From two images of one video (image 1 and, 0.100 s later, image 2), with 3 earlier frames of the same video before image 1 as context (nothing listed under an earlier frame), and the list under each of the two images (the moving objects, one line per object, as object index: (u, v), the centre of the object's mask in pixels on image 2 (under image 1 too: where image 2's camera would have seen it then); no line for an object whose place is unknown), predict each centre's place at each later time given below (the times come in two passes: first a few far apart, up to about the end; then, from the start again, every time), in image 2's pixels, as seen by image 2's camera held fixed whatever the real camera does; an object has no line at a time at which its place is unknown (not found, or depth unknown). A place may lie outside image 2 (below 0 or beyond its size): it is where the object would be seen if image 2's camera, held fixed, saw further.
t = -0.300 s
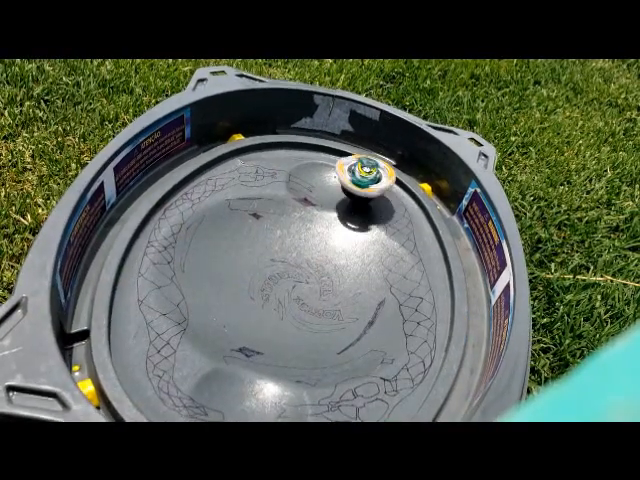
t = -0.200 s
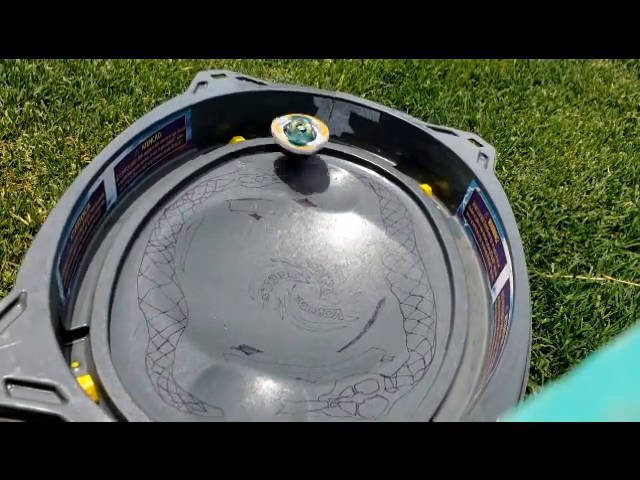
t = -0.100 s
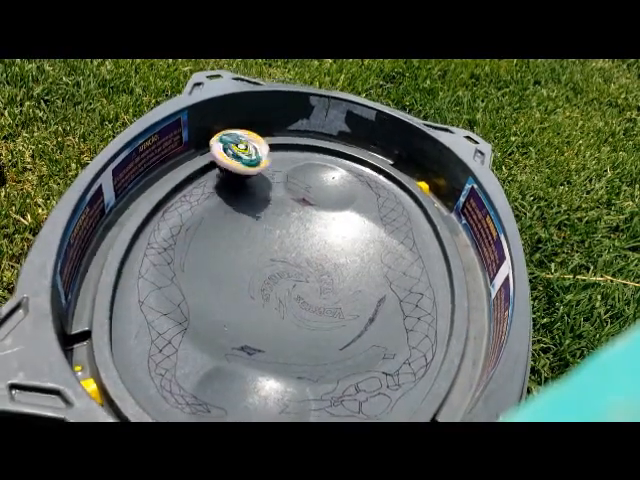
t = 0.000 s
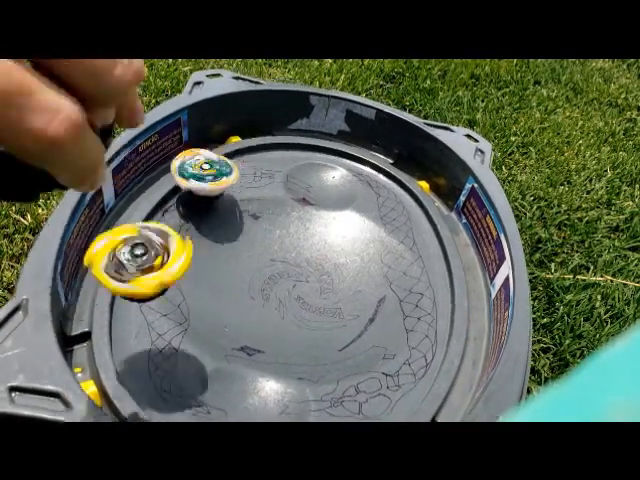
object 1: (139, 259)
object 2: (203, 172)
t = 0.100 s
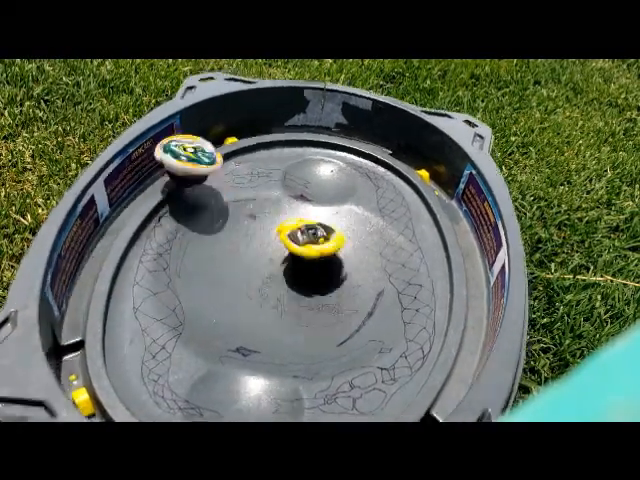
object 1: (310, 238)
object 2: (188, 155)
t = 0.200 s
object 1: (469, 214)
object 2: (233, 133)
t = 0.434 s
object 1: (346, 240)
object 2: (399, 167)
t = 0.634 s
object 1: (188, 268)
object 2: (397, 171)
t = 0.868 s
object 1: (203, 382)
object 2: (378, 158)
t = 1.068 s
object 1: (312, 373)
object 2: (382, 174)
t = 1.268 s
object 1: (342, 276)
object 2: (388, 207)
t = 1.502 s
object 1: (256, 230)
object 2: (335, 234)
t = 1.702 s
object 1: (240, 270)
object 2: (326, 292)
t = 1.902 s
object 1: (286, 285)
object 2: (417, 322)
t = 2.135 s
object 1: (326, 263)
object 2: (385, 336)
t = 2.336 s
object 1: (320, 245)
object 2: (341, 380)
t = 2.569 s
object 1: (316, 270)
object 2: (283, 397)
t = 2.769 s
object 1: (339, 292)
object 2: (233, 372)
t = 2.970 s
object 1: (351, 294)
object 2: (271, 392)
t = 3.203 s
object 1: (344, 280)
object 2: (272, 314)
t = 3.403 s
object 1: (355, 221)
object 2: (273, 288)
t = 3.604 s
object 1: (333, 212)
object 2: (251, 255)
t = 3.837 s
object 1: (348, 223)
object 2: (241, 289)
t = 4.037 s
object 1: (361, 279)
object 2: (304, 301)
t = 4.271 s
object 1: (375, 338)
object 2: (285, 297)
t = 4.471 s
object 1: (293, 396)
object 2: (293, 284)
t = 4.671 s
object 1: (228, 387)
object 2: (307, 263)
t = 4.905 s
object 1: (197, 326)
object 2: (312, 257)
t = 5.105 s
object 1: (247, 297)
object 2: (320, 274)
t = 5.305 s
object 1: (302, 271)
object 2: (385, 277)
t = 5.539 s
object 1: (355, 234)
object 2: (403, 294)
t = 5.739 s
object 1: (354, 258)
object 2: (380, 364)
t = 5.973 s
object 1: (295, 284)
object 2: (250, 404)
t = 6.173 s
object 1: (263, 274)
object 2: (174, 358)
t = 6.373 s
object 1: (281, 274)
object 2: (162, 276)
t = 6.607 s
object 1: (331, 278)
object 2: (246, 268)
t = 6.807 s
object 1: (397, 315)
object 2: (362, 274)
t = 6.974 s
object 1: (356, 345)
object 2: (415, 258)
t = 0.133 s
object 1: (374, 229)
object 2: (205, 137)
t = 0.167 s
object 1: (432, 221)
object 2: (216, 131)
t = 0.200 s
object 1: (469, 214)
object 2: (233, 133)
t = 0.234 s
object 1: (465, 207)
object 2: (261, 134)
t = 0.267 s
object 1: (457, 211)
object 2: (288, 145)
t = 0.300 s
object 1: (444, 222)
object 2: (316, 164)
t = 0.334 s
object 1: (426, 229)
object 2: (342, 173)
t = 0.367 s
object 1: (401, 227)
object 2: (366, 171)
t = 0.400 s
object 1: (377, 234)
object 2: (383, 167)
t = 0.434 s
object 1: (346, 240)
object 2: (399, 167)
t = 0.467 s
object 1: (315, 240)
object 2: (399, 174)
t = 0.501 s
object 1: (281, 239)
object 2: (400, 177)
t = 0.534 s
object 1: (253, 241)
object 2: (399, 177)
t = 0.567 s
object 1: (226, 246)
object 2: (400, 177)
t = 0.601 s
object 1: (204, 255)
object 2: (397, 175)
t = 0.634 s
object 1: (188, 268)
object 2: (397, 171)
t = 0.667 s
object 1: (176, 288)
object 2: (392, 167)
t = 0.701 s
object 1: (160, 311)
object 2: (392, 163)
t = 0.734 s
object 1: (149, 327)
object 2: (390, 162)
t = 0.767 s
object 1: (167, 342)
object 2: (386, 158)
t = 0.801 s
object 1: (181, 359)
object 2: (382, 158)
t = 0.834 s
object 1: (195, 373)
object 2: (379, 156)
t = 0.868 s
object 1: (203, 382)
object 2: (378, 158)
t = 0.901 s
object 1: (211, 384)
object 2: (375, 160)
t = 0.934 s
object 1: (221, 388)
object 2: (375, 161)
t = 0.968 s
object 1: (235, 393)
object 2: (375, 164)
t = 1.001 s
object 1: (266, 396)
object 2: (376, 167)
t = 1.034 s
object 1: (297, 392)
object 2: (380, 170)
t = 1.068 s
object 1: (312, 373)
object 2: (382, 174)
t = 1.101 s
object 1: (318, 349)
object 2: (385, 179)
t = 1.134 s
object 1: (320, 335)
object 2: (386, 186)
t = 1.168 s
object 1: (324, 317)
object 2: (388, 191)
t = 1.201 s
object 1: (334, 304)
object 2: (391, 196)
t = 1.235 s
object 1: (342, 290)
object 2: (390, 201)
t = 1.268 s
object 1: (342, 276)
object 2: (388, 207)
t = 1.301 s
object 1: (342, 264)
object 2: (380, 217)
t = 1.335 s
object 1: (329, 255)
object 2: (373, 221)
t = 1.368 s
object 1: (308, 248)
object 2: (373, 220)
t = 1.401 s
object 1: (291, 238)
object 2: (365, 223)
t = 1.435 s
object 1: (278, 233)
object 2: (353, 224)
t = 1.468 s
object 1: (266, 231)
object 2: (343, 227)
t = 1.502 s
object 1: (256, 230)
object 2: (335, 234)
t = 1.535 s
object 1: (246, 233)
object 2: (326, 241)
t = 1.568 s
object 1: (238, 236)
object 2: (321, 251)
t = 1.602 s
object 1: (235, 242)
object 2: (321, 263)
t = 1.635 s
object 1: (233, 250)
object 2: (318, 273)
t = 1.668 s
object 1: (236, 259)
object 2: (319, 283)
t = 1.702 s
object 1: (240, 270)
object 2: (326, 292)
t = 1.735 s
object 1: (248, 277)
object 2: (330, 301)
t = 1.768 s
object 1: (261, 286)
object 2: (337, 308)
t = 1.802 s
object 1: (270, 289)
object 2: (352, 315)
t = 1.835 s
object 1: (271, 286)
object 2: (378, 320)
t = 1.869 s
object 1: (278, 284)
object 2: (397, 322)
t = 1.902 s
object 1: (286, 285)
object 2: (417, 322)
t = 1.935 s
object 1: (291, 283)
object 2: (434, 328)
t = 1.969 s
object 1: (297, 280)
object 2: (433, 329)
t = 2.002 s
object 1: (305, 277)
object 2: (417, 329)
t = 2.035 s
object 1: (312, 275)
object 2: (403, 331)
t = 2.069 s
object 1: (318, 272)
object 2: (393, 334)
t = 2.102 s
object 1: (323, 268)
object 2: (386, 336)
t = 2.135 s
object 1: (326, 263)
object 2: (385, 336)
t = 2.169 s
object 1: (328, 259)
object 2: (387, 339)
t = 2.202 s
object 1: (327, 255)
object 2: (384, 346)
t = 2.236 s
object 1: (325, 251)
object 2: (375, 352)
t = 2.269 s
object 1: (323, 247)
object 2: (365, 360)
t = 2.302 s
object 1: (321, 245)
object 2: (353, 370)
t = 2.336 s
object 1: (320, 245)
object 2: (341, 380)
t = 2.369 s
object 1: (318, 246)
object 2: (329, 388)
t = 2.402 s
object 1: (315, 248)
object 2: (318, 394)
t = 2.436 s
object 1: (313, 251)
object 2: (304, 399)
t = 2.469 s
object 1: (313, 254)
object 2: (294, 401)
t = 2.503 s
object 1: (313, 259)
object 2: (287, 401)
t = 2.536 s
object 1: (315, 264)
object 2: (284, 399)
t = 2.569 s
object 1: (316, 270)
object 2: (283, 397)
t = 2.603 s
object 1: (318, 275)
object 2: (282, 394)
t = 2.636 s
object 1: (321, 279)
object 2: (277, 387)
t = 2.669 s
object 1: (324, 283)
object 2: (268, 378)
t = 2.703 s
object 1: (328, 287)
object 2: (257, 372)
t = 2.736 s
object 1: (334, 290)
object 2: (245, 370)
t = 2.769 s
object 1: (339, 292)
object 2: (233, 372)
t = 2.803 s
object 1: (344, 294)
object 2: (225, 378)
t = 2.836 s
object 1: (348, 295)
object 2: (222, 386)
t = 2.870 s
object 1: (350, 295)
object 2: (226, 390)
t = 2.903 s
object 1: (352, 295)
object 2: (236, 393)
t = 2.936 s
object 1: (352, 295)
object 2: (253, 395)
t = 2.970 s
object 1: (351, 294)
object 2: (271, 392)
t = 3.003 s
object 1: (348, 293)
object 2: (284, 384)
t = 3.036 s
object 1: (345, 292)
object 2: (288, 368)
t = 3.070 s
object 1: (342, 291)
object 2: (282, 352)
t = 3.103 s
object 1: (339, 291)
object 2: (274, 338)
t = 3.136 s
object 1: (334, 291)
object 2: (272, 329)
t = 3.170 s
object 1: (329, 289)
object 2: (277, 318)
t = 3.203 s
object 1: (344, 280)
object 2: (272, 314)
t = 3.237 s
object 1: (356, 269)
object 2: (269, 309)
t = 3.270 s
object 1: (363, 259)
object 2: (269, 305)
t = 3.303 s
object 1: (366, 247)
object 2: (268, 301)
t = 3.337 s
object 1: (365, 237)
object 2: (268, 297)
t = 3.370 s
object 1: (361, 228)
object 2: (270, 293)
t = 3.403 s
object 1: (355, 221)
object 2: (273, 288)
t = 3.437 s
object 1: (348, 216)
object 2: (275, 282)
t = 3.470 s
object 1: (341, 213)
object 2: (276, 274)
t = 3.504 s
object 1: (331, 212)
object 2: (277, 266)
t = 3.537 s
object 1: (320, 214)
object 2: (277, 259)
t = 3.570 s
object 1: (322, 216)
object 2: (268, 256)
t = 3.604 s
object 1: (333, 212)
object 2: (251, 255)
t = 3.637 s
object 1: (339, 207)
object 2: (241, 258)
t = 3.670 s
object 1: (343, 206)
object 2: (234, 260)
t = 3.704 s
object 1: (346, 207)
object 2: (228, 265)
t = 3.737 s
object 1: (348, 208)
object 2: (227, 270)
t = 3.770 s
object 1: (348, 211)
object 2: (229, 277)
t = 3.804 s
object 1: (348, 217)
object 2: (234, 282)
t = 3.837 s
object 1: (348, 223)
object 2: (241, 289)
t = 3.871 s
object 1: (348, 232)
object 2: (251, 294)
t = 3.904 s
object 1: (348, 242)
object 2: (264, 299)
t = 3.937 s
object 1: (350, 252)
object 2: (278, 301)
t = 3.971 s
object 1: (350, 261)
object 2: (292, 303)
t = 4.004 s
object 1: (352, 271)
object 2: (304, 301)
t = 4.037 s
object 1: (361, 279)
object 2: (304, 301)
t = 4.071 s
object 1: (366, 292)
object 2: (297, 298)
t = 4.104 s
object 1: (371, 300)
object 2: (295, 299)
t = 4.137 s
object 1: (372, 311)
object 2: (290, 298)
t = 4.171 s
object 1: (375, 319)
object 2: (289, 298)
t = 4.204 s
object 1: (378, 325)
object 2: (285, 298)
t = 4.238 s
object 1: (376, 330)
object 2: (285, 296)
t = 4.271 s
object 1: (375, 338)
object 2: (285, 297)
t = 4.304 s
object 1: (368, 347)
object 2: (285, 295)
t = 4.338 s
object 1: (363, 355)
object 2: (286, 295)
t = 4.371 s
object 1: (349, 370)
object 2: (286, 293)
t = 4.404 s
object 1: (333, 381)
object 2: (289, 290)
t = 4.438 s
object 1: (316, 389)
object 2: (290, 288)
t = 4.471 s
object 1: (293, 396)
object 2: (293, 284)
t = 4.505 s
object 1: (272, 398)
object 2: (297, 281)
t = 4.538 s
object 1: (262, 398)
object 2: (298, 277)
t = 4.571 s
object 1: (246, 395)
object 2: (301, 274)
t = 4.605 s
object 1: (236, 391)
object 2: (304, 271)
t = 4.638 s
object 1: (235, 389)
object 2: (305, 266)
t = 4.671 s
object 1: (228, 387)
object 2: (307, 263)
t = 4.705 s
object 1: (222, 383)
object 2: (308, 261)
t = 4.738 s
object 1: (221, 379)
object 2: (310, 258)
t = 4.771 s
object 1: (216, 374)
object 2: (312, 257)
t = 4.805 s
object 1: (210, 366)
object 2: (312, 256)
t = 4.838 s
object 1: (201, 352)
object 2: (314, 256)
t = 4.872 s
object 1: (198, 340)
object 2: (313, 256)
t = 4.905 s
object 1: (197, 326)
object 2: (312, 257)
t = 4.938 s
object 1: (197, 317)
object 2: (315, 258)
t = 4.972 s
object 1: (199, 306)
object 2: (314, 261)
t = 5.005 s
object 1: (205, 298)
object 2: (315, 264)
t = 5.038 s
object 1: (215, 296)
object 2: (318, 267)
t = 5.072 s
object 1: (232, 296)
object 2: (317, 270)
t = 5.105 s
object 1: (247, 297)
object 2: (320, 274)
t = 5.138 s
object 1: (261, 295)
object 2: (326, 278)
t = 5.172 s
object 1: (263, 289)
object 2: (341, 279)
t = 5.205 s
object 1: (272, 287)
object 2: (356, 281)
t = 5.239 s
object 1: (280, 280)
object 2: (367, 278)
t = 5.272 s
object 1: (293, 277)
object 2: (375, 278)
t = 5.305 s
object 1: (302, 271)
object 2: (385, 277)
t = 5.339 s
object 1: (313, 266)
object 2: (390, 273)
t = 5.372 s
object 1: (323, 261)
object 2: (394, 272)
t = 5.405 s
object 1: (332, 256)
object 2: (396, 272)
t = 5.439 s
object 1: (339, 251)
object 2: (395, 274)
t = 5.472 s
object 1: (347, 246)
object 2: (398, 279)
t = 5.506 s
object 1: (354, 237)
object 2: (399, 286)
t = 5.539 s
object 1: (355, 234)
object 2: (403, 294)
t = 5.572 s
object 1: (357, 237)
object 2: (407, 301)
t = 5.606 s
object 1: (359, 241)
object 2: (407, 311)
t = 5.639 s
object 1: (358, 243)
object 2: (406, 320)
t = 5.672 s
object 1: (361, 248)
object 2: (400, 334)
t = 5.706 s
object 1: (358, 256)
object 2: (394, 348)
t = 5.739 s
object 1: (354, 258)
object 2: (380, 364)
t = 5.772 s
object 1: (349, 269)
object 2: (366, 377)
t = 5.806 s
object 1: (337, 272)
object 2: (351, 390)
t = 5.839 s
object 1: (334, 276)
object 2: (333, 399)
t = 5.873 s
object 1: (319, 283)
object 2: (314, 404)
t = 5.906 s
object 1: (316, 281)
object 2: (294, 408)
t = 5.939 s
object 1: (306, 287)
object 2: (273, 408)
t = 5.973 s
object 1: (295, 284)
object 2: (250, 404)
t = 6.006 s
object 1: (288, 282)
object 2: (234, 402)
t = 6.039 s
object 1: (273, 284)
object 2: (216, 396)
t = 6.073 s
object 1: (276, 281)
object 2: (198, 390)
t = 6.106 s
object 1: (269, 278)
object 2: (191, 379)
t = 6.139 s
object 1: (262, 275)
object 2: (183, 369)
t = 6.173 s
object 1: (263, 274)
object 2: (174, 358)
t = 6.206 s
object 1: (258, 271)
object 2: (165, 343)
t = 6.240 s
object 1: (265, 271)
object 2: (160, 327)
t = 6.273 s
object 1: (266, 270)
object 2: (157, 314)
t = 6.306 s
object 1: (268, 266)
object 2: (157, 301)
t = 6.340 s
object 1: (279, 273)
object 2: (157, 289)
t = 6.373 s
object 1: (281, 274)
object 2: (162, 276)
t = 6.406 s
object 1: (288, 270)
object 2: (169, 268)
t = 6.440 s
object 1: (300, 278)
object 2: (176, 258)
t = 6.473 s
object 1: (302, 278)
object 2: (189, 255)
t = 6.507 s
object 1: (315, 277)
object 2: (203, 257)
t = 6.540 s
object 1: (322, 289)
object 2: (217, 261)
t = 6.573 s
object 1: (319, 285)
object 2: (230, 266)
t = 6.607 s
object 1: (331, 278)
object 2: (246, 268)
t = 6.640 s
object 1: (347, 275)
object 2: (265, 272)
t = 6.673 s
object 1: (364, 276)
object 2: (282, 276)
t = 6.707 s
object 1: (382, 289)
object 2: (301, 276)
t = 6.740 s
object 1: (396, 312)
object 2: (324, 272)
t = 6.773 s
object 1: (398, 314)
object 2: (345, 275)
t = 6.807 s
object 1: (397, 315)
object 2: (362, 274)
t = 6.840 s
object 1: (390, 325)
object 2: (380, 270)
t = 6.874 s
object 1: (384, 335)
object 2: (394, 267)
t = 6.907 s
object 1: (376, 340)
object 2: (403, 263)
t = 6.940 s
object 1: (364, 342)
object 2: (409, 260)
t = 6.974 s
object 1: (356, 345)
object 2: (415, 258)
